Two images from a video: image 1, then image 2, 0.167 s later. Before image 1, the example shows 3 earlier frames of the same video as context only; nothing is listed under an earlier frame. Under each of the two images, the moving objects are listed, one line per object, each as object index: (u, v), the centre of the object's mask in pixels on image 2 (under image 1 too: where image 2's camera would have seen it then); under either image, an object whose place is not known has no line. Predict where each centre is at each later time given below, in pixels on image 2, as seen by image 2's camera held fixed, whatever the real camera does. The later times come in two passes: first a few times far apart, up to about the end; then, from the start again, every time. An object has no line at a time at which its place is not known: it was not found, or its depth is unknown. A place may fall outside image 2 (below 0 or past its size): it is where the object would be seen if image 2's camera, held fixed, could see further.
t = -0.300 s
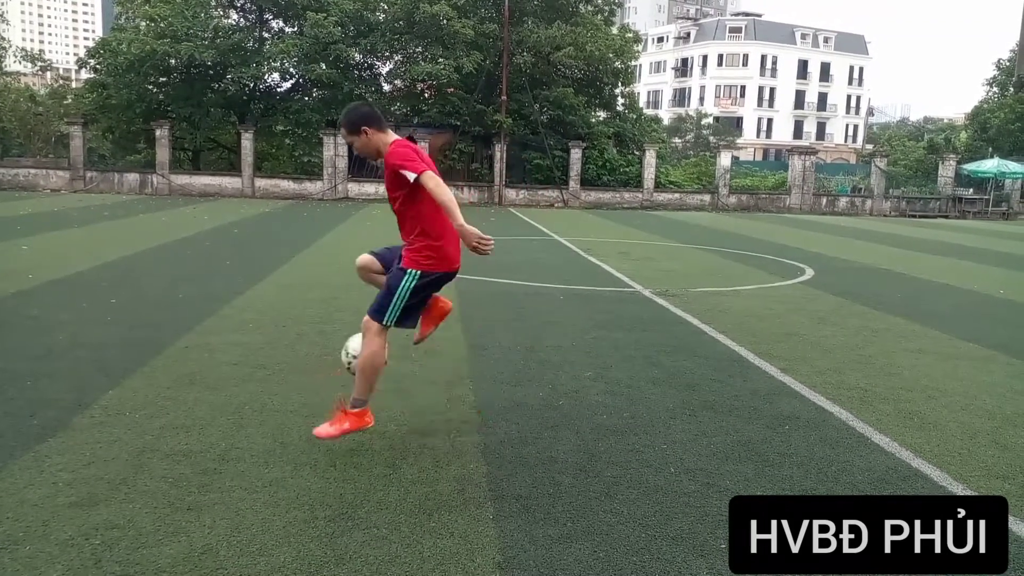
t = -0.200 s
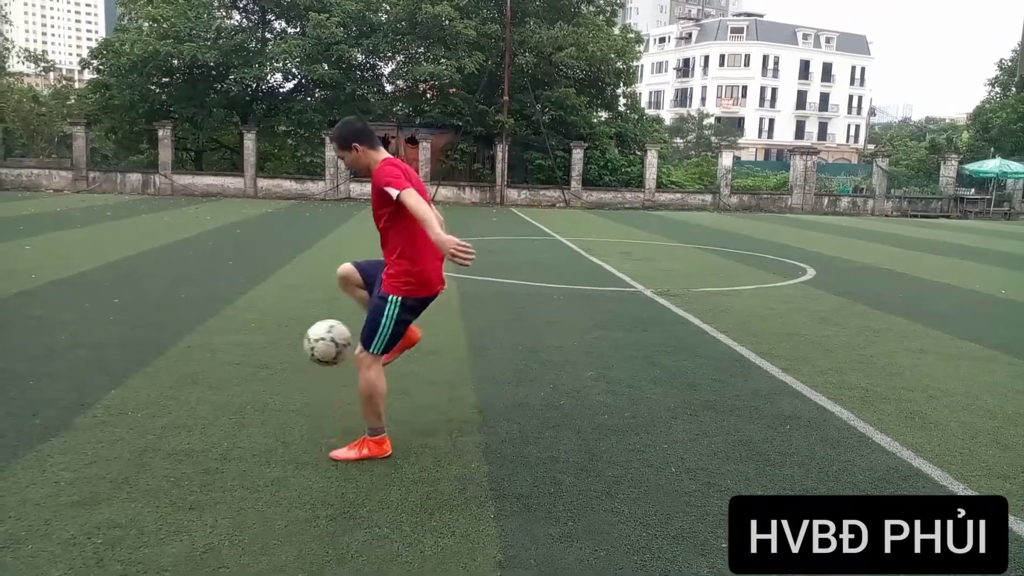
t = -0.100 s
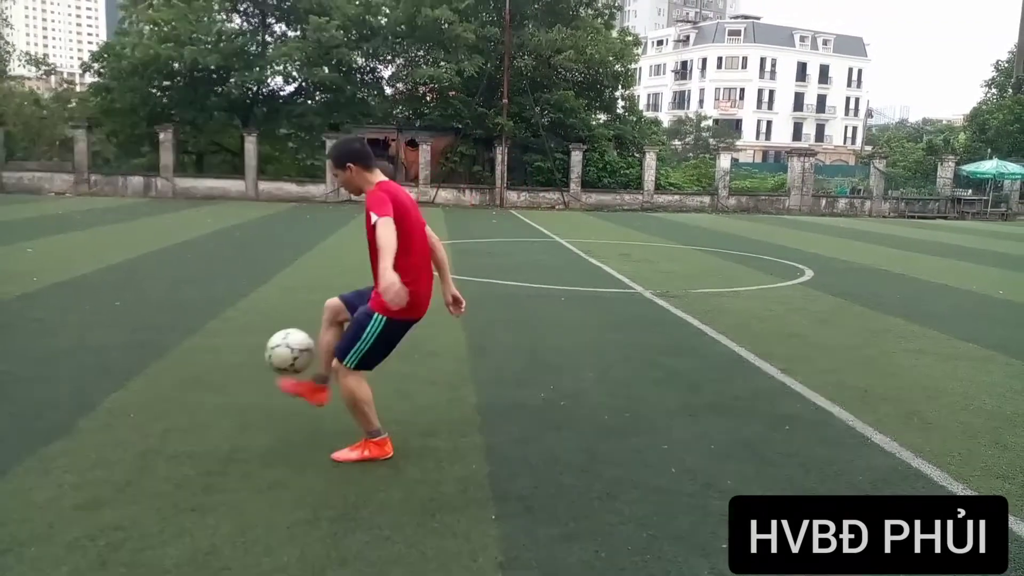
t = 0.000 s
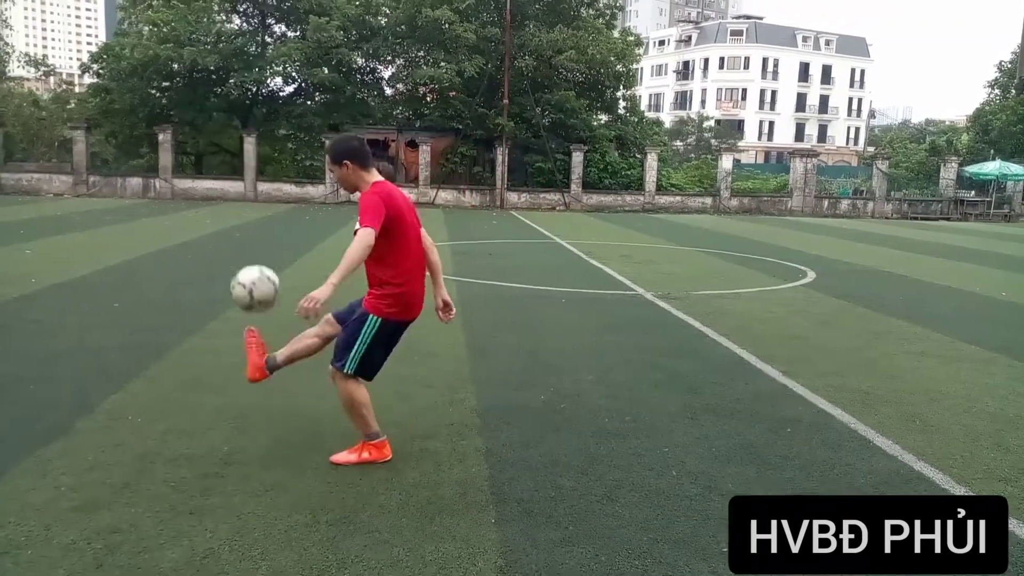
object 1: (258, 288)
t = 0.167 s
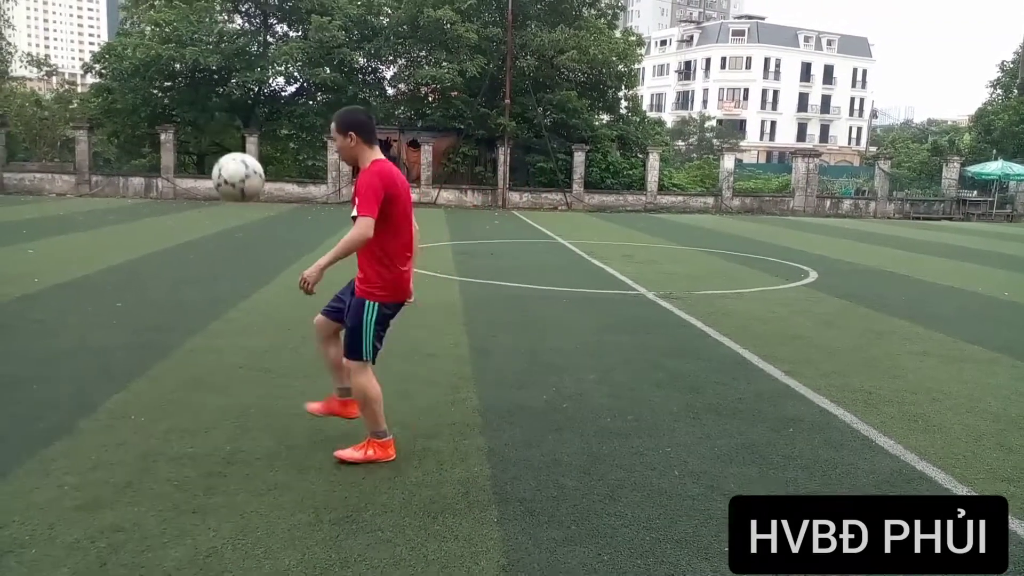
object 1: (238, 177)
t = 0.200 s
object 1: (235, 161)
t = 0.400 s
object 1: (212, 109)
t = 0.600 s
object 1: (188, 146)
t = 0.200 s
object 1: (235, 161)
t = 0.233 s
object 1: (230, 146)
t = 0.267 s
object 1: (227, 135)
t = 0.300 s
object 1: (223, 125)
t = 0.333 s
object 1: (219, 117)
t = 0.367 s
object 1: (216, 112)
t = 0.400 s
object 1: (212, 109)
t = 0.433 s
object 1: (208, 108)
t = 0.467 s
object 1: (204, 110)
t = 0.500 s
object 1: (200, 114)
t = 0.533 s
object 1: (196, 124)
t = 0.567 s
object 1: (192, 134)
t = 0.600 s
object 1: (188, 146)
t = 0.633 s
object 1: (184, 163)
